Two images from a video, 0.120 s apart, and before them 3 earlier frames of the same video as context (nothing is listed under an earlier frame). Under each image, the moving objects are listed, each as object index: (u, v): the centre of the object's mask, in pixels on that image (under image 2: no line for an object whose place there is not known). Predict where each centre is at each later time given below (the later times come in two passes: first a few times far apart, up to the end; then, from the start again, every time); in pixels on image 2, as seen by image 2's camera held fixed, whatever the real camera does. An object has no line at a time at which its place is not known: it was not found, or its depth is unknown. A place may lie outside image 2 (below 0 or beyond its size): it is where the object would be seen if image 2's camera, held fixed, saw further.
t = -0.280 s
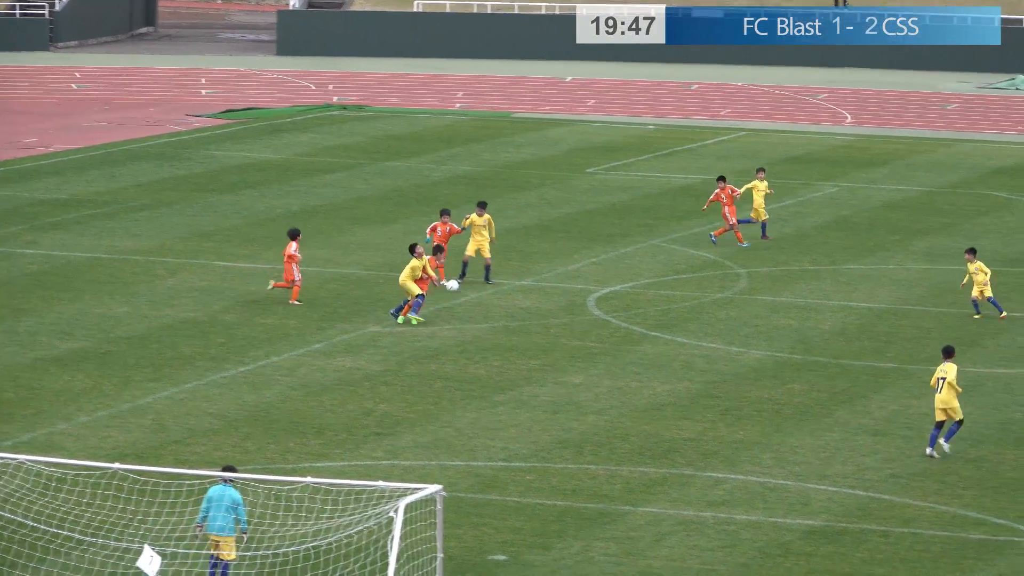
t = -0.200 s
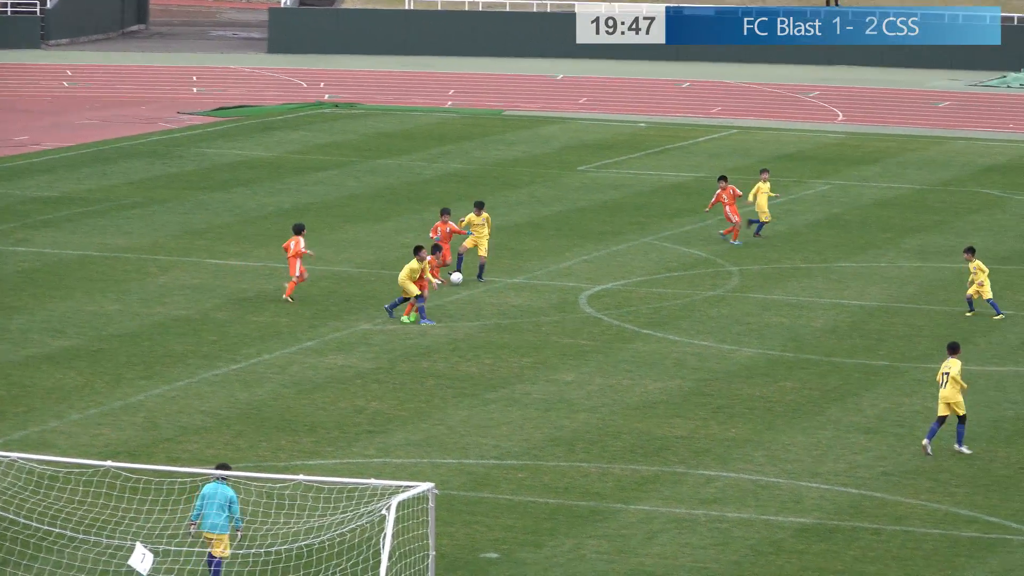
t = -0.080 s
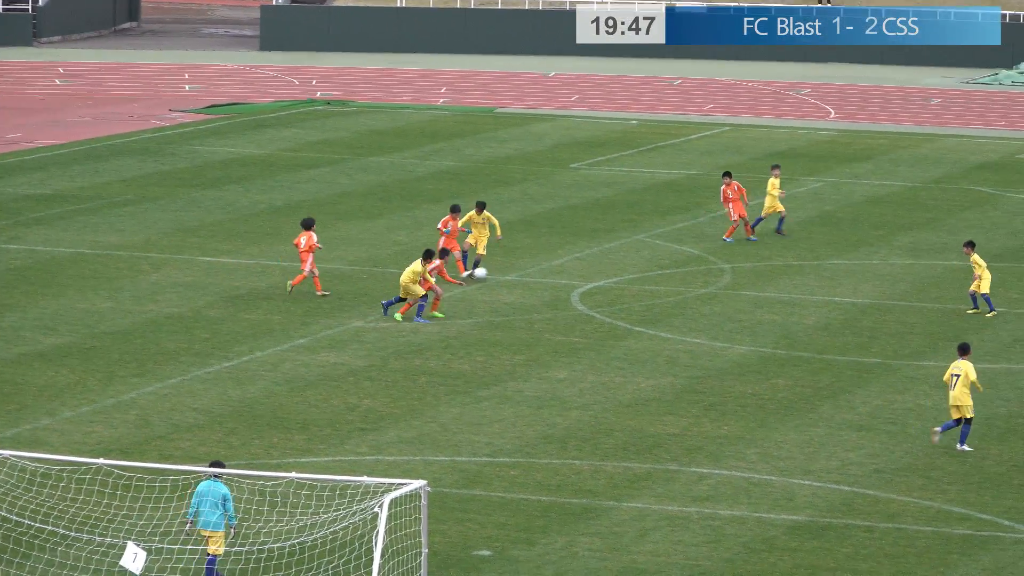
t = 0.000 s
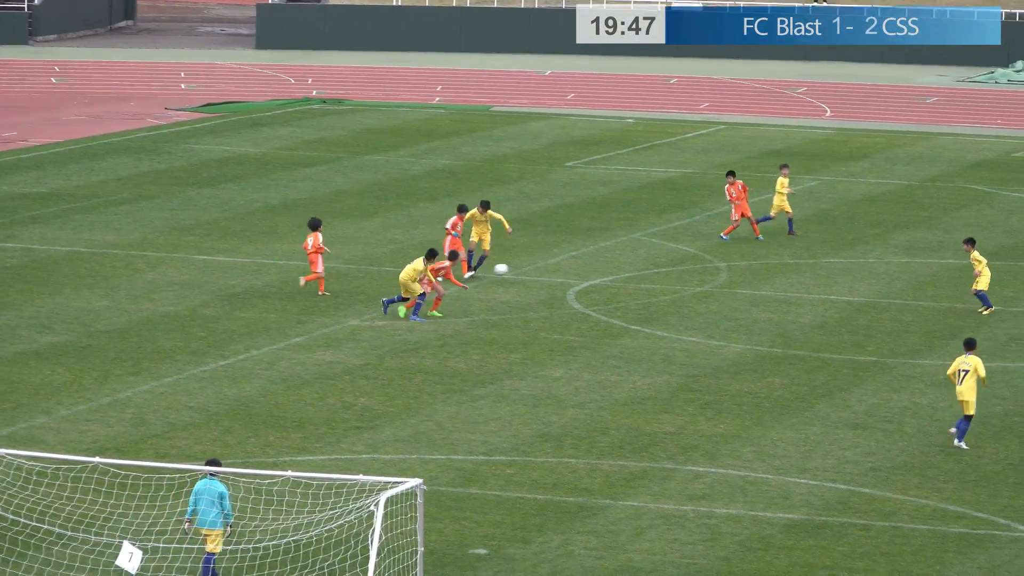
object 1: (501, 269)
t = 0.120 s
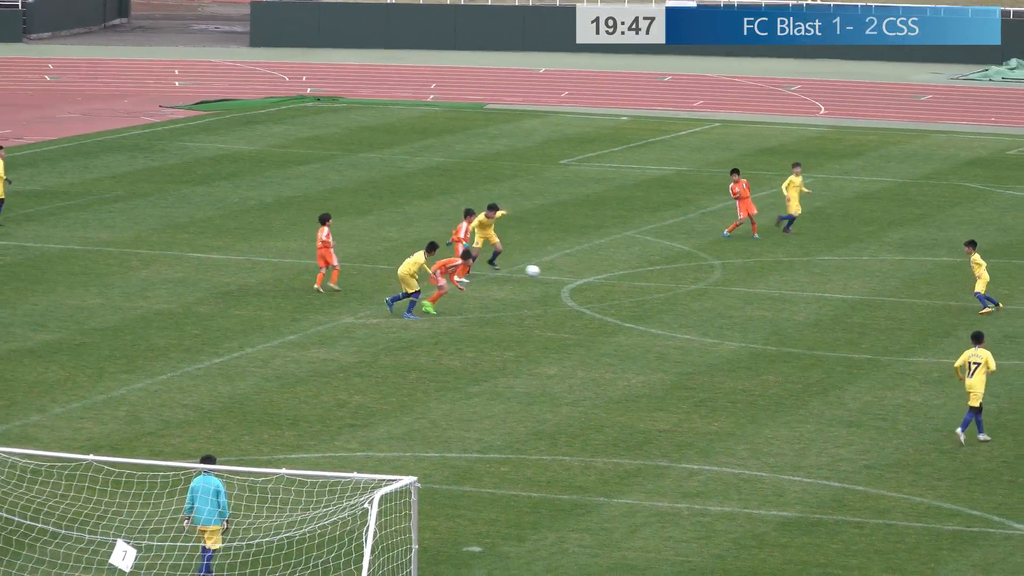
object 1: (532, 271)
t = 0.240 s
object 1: (567, 278)
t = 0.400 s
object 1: (607, 281)
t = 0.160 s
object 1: (545, 274)
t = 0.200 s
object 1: (556, 277)
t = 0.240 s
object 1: (567, 278)
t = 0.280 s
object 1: (578, 278)
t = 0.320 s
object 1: (588, 279)
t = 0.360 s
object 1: (597, 280)
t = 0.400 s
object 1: (607, 281)
